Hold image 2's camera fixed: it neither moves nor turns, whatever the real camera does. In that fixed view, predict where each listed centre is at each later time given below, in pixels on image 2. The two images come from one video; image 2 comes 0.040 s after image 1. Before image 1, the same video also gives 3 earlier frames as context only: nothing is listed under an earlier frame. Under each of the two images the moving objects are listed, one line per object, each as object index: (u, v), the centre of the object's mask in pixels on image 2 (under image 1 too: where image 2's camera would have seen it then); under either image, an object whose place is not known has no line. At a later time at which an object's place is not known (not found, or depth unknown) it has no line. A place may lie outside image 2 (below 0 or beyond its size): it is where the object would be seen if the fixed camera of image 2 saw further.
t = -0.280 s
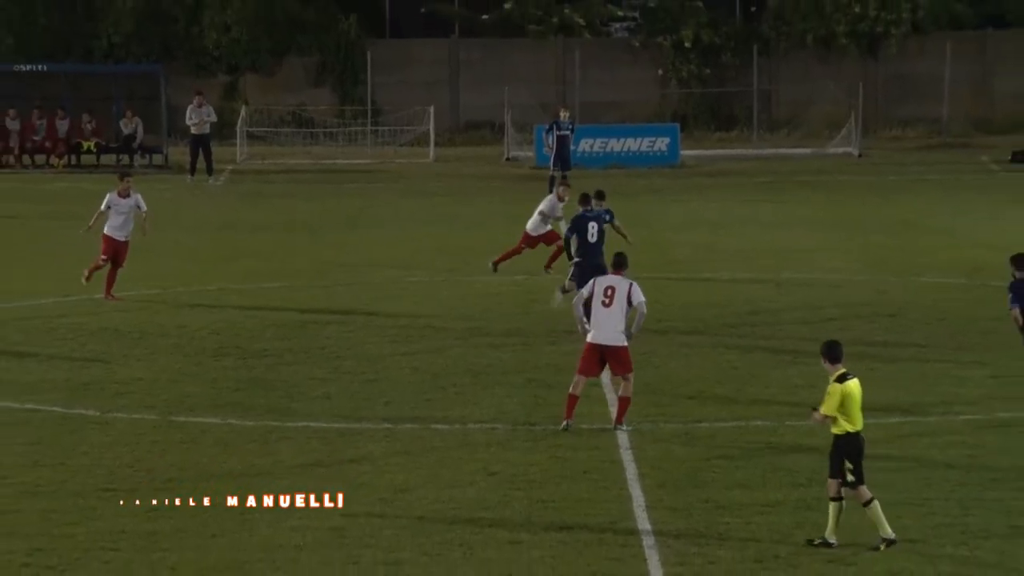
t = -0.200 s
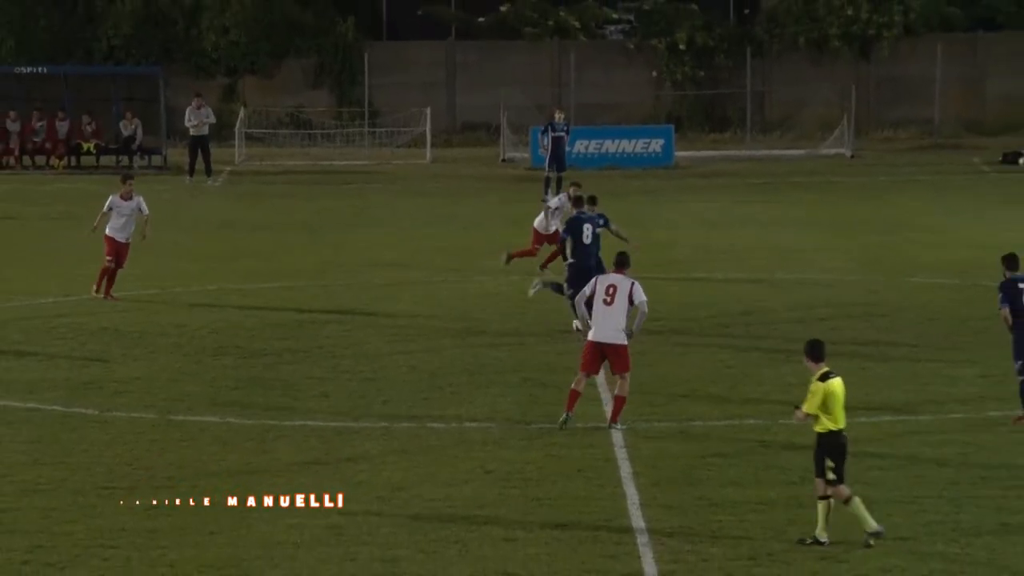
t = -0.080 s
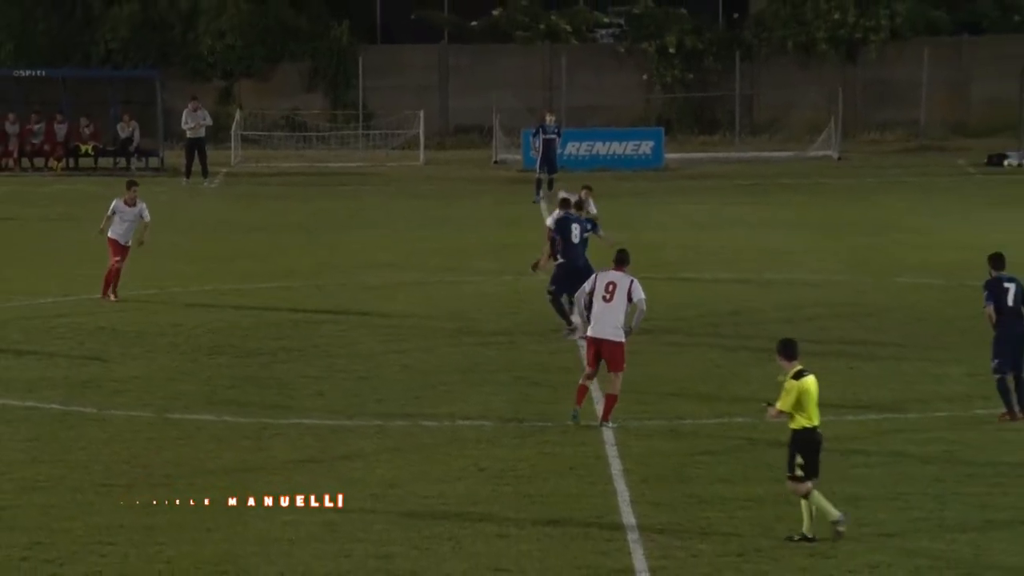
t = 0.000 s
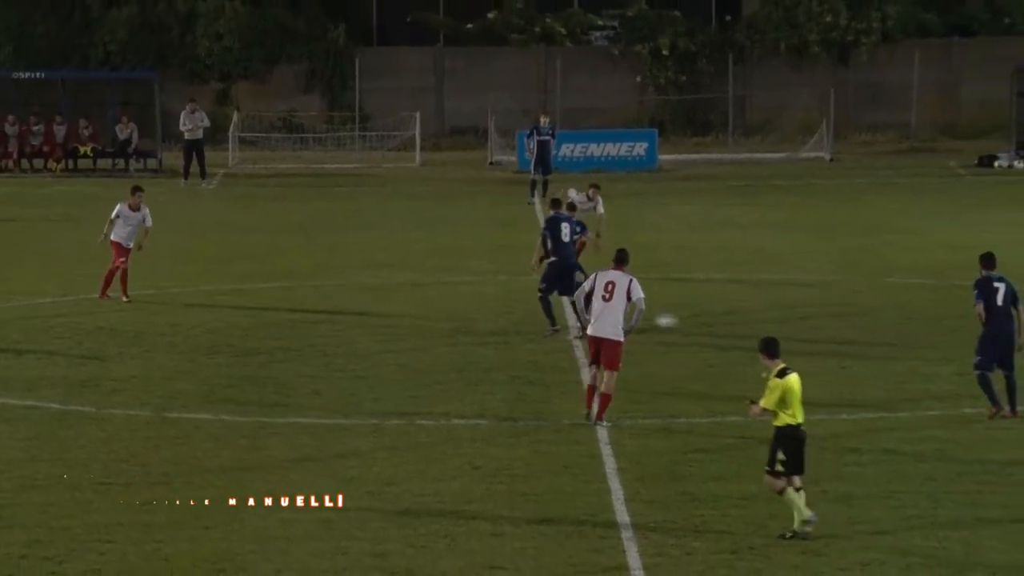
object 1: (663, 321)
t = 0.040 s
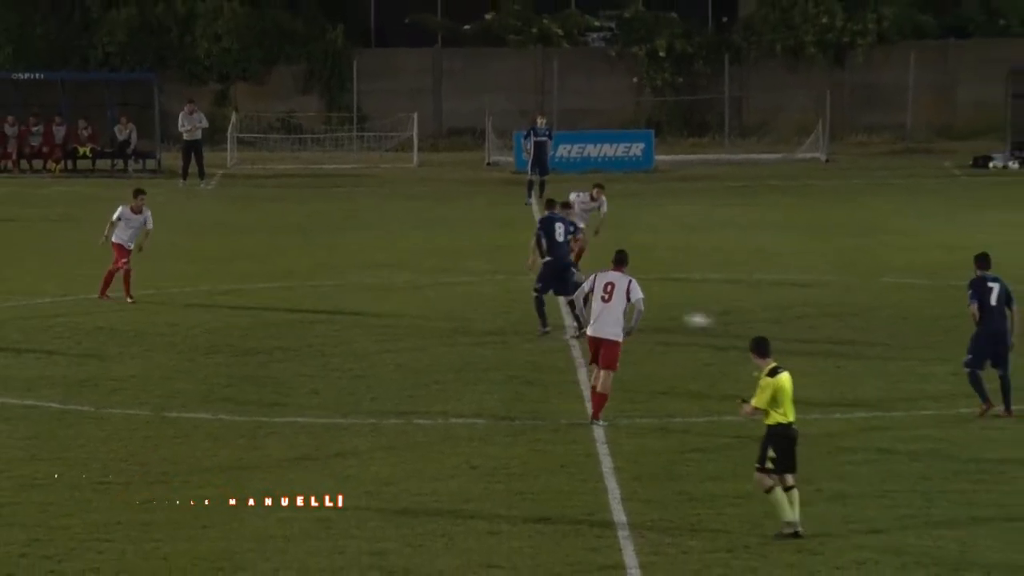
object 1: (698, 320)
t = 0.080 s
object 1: (736, 321)
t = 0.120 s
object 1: (775, 322)
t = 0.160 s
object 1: (809, 321)
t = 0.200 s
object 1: (843, 321)
